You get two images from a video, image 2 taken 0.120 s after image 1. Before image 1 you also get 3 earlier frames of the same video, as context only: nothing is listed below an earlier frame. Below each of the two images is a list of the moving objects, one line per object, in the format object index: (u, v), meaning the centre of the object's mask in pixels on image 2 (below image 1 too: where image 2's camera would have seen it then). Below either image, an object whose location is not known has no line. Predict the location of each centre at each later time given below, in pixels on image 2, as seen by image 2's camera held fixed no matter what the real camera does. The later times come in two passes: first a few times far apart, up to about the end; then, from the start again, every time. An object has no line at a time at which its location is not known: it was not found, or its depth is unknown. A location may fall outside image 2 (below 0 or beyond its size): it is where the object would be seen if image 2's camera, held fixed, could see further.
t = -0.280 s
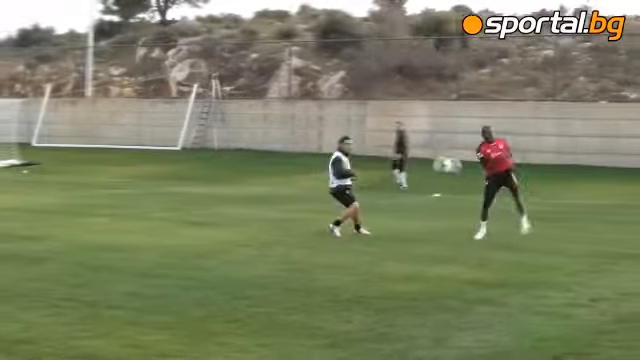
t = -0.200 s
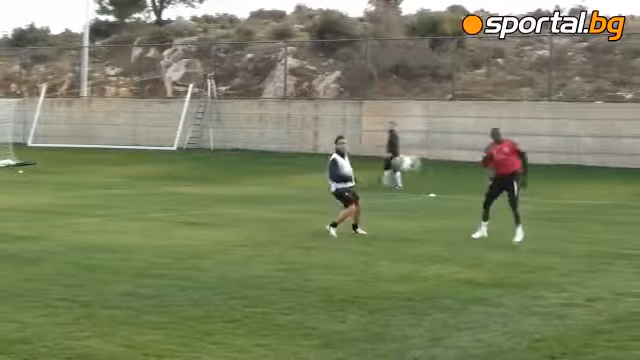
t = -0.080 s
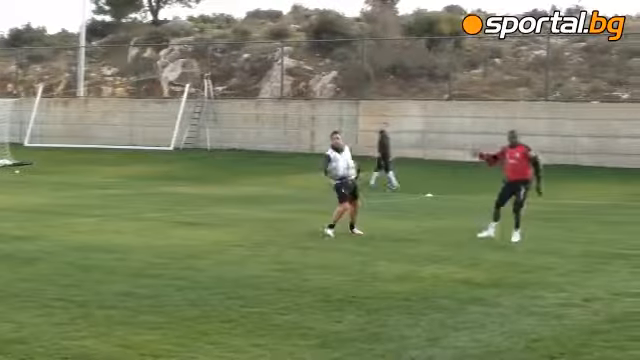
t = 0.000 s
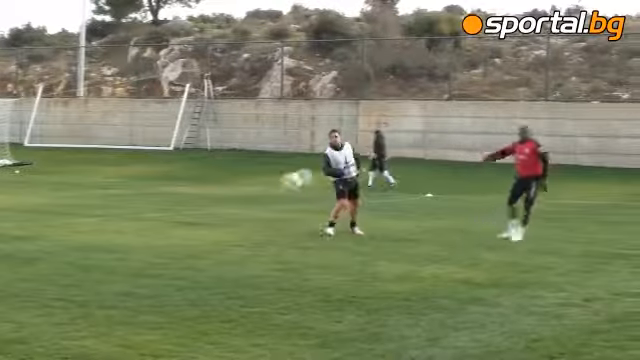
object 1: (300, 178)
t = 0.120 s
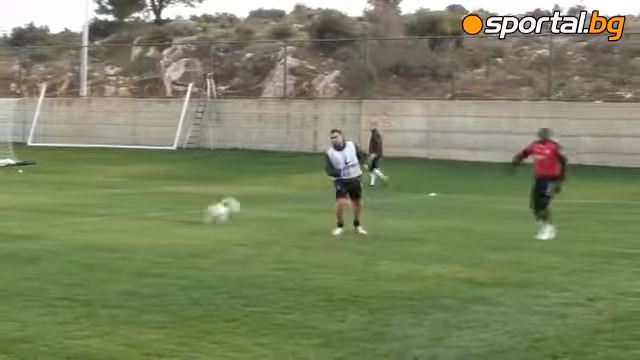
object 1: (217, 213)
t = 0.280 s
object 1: (108, 275)
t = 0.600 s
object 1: (-57, 219)
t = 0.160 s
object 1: (188, 227)
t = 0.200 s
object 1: (160, 244)
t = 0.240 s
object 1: (128, 263)
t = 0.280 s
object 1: (108, 275)
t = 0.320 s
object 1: (89, 263)
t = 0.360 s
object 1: (67, 249)
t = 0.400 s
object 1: (47, 241)
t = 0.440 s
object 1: (27, 233)
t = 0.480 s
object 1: (7, 227)
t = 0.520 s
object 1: (-15, 222)
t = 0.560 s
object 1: (-34, 221)
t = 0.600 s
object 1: (-57, 219)
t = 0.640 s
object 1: (-81, 221)
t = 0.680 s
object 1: (-106, 224)
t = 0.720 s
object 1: (-131, 229)
